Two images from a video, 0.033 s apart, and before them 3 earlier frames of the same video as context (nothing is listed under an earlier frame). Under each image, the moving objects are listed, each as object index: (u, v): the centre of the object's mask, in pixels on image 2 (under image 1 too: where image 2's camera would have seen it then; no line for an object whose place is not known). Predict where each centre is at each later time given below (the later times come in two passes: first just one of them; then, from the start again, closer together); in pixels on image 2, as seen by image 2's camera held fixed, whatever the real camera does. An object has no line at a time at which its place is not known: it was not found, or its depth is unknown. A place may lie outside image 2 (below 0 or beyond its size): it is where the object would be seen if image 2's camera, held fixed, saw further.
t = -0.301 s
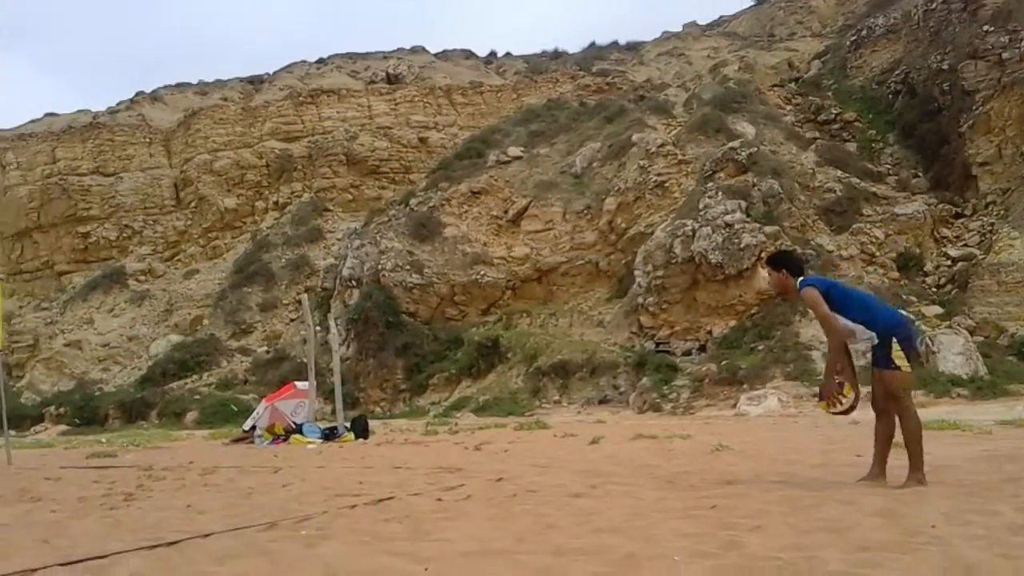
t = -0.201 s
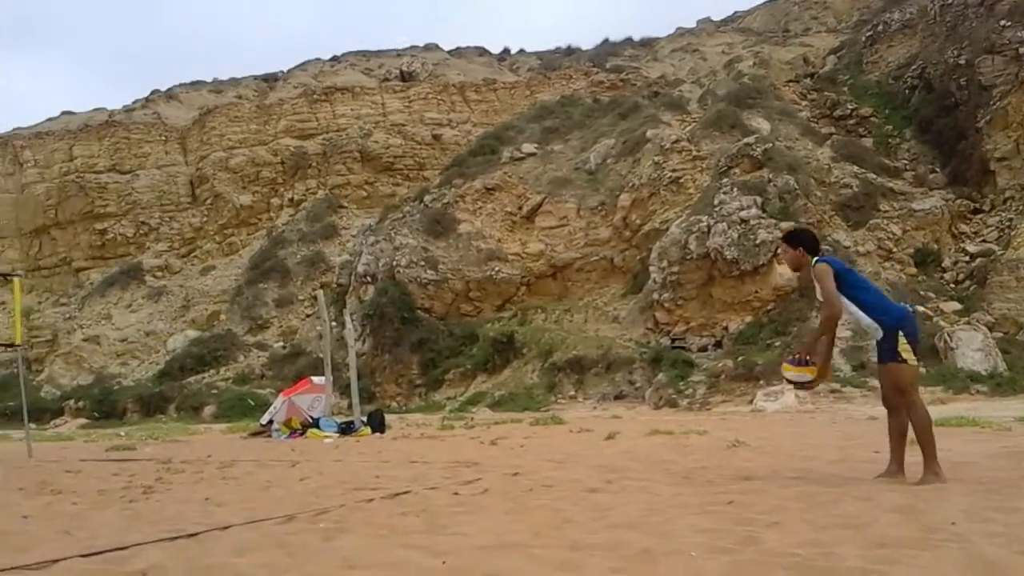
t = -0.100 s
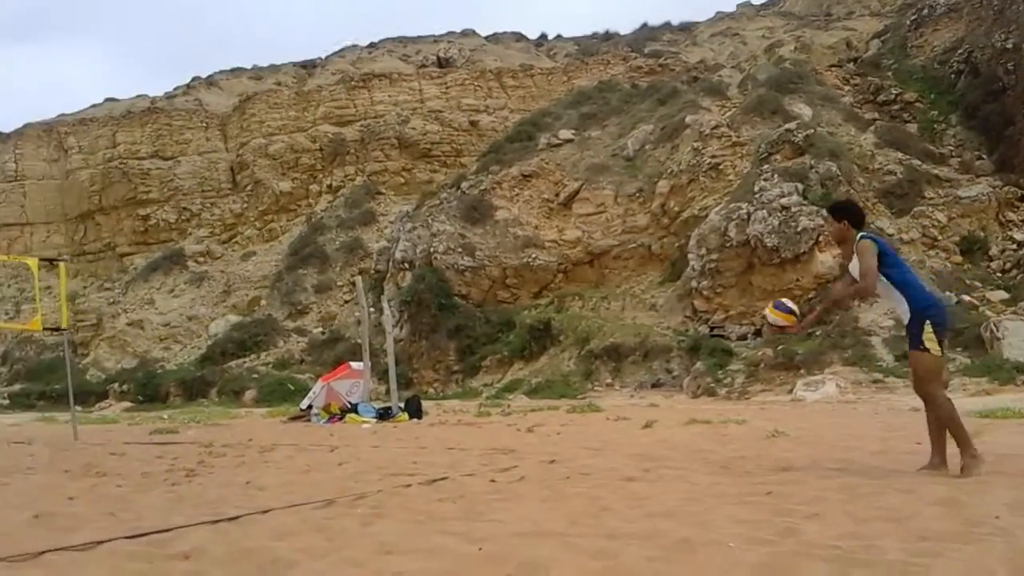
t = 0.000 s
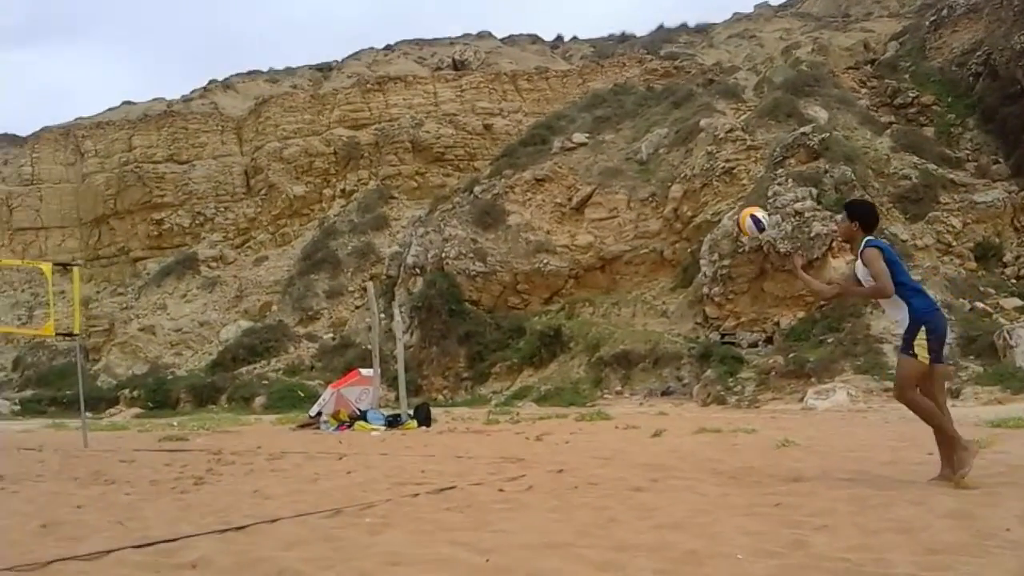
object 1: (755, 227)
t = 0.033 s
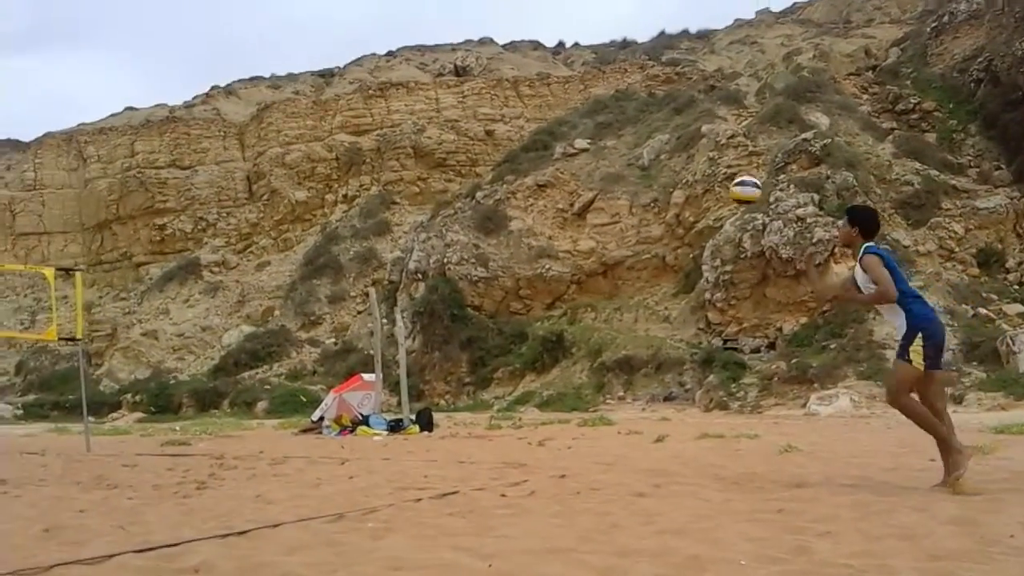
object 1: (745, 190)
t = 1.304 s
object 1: (550, 22)
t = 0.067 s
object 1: (736, 156)
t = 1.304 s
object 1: (550, 22)
